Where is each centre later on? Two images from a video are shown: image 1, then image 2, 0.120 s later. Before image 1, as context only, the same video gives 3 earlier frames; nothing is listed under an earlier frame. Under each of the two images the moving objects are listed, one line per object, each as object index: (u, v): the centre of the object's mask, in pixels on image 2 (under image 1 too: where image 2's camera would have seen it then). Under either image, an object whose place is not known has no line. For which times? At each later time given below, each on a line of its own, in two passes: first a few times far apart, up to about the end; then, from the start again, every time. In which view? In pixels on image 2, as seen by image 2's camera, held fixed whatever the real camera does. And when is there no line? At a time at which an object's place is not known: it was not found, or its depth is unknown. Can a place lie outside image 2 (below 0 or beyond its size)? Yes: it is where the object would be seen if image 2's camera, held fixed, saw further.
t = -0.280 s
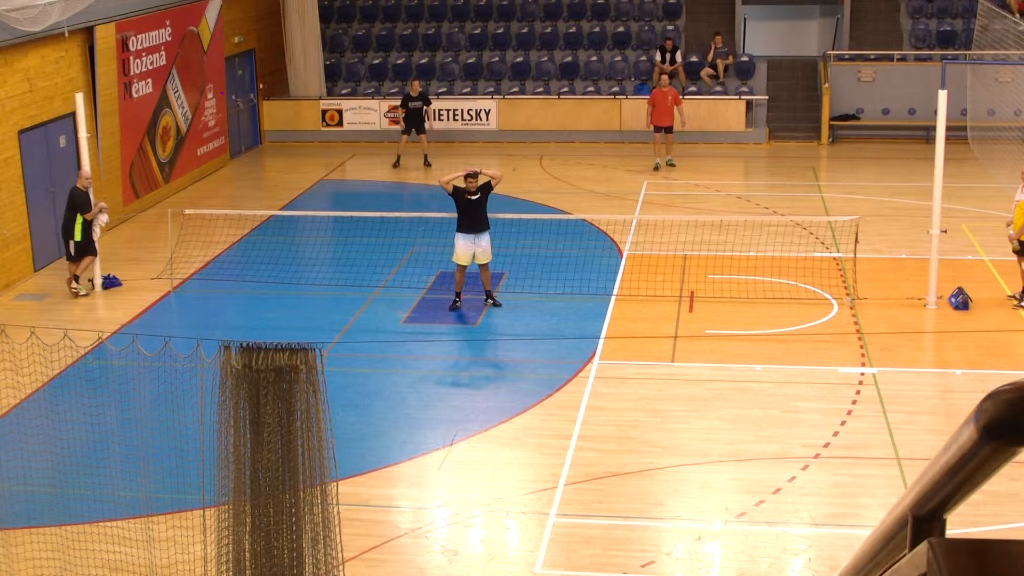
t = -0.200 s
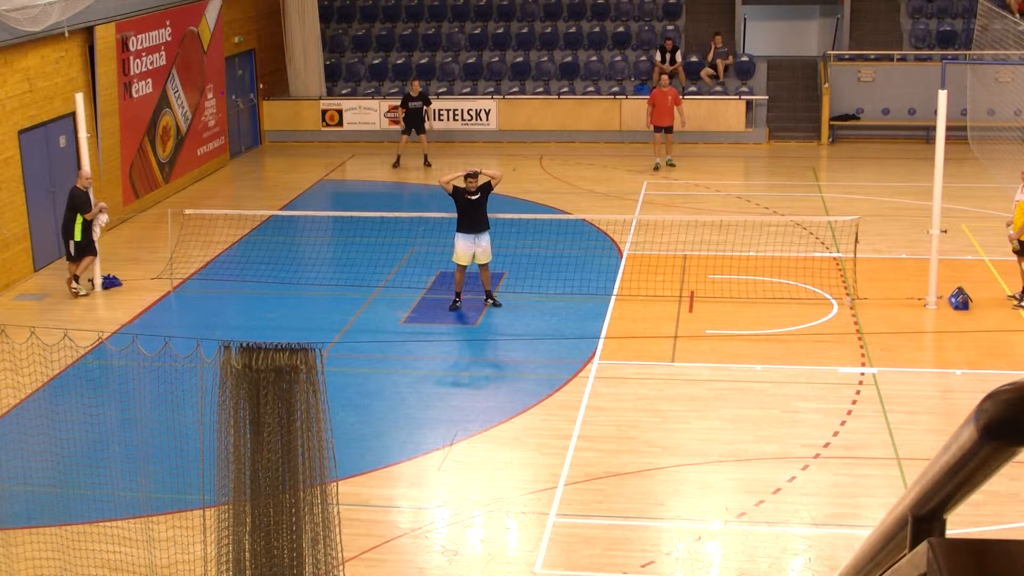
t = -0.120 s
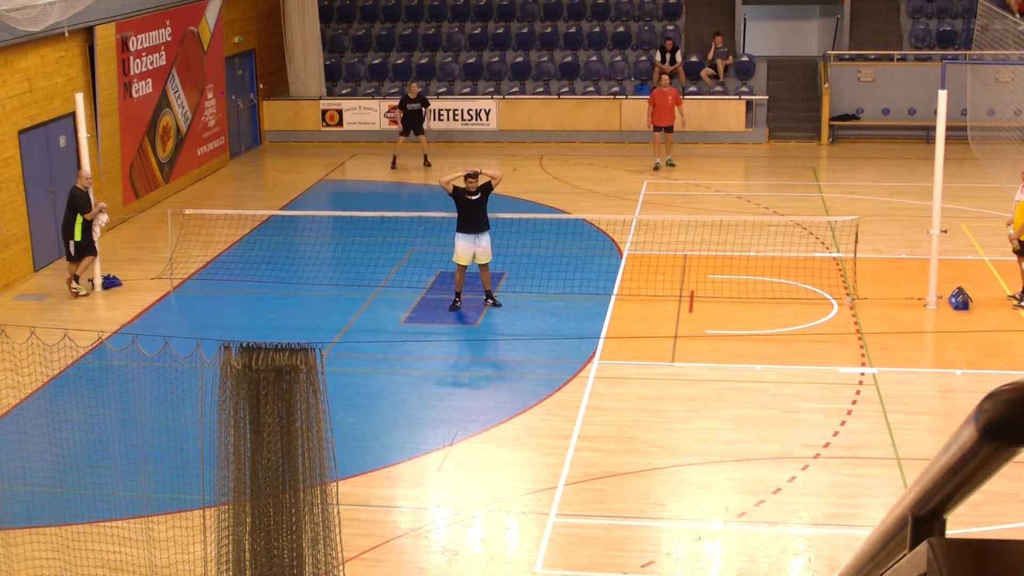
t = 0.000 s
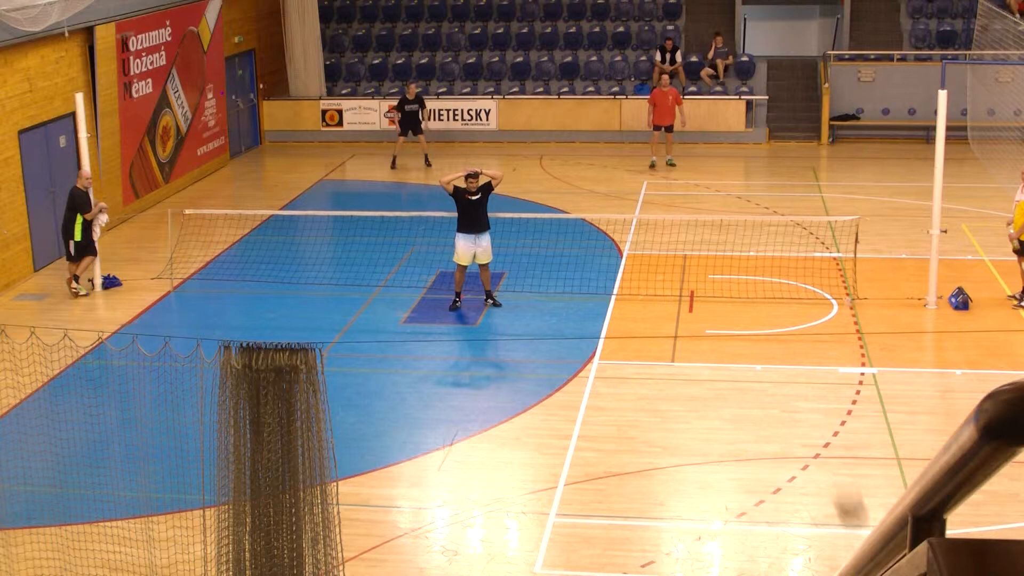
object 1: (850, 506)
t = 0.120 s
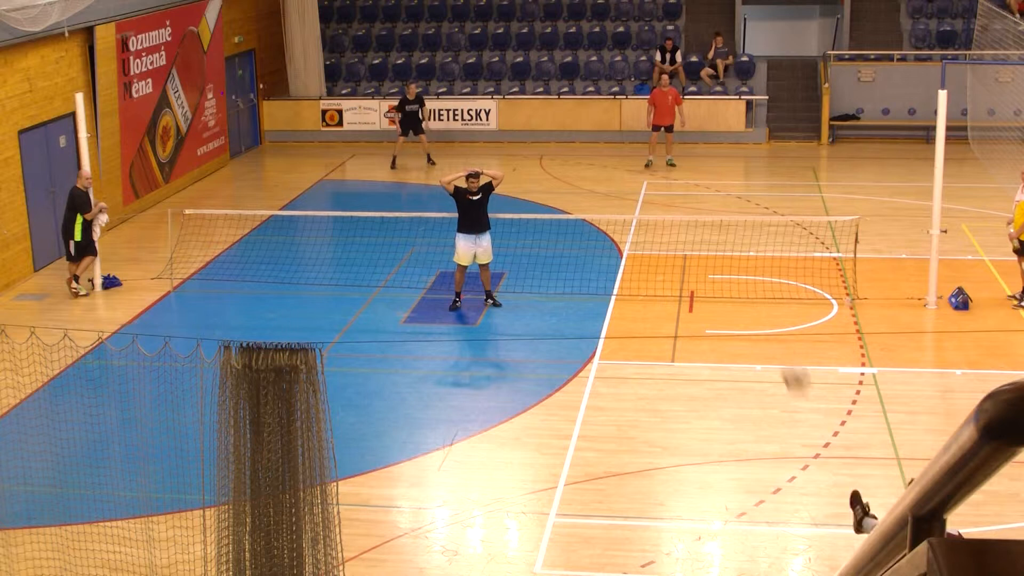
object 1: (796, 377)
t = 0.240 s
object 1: (749, 288)
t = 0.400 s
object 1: (701, 219)
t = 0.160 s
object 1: (780, 342)
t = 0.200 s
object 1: (764, 312)
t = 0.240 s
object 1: (749, 288)
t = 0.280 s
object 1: (737, 266)
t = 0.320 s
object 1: (724, 245)
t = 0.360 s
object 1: (714, 230)
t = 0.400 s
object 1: (701, 219)
